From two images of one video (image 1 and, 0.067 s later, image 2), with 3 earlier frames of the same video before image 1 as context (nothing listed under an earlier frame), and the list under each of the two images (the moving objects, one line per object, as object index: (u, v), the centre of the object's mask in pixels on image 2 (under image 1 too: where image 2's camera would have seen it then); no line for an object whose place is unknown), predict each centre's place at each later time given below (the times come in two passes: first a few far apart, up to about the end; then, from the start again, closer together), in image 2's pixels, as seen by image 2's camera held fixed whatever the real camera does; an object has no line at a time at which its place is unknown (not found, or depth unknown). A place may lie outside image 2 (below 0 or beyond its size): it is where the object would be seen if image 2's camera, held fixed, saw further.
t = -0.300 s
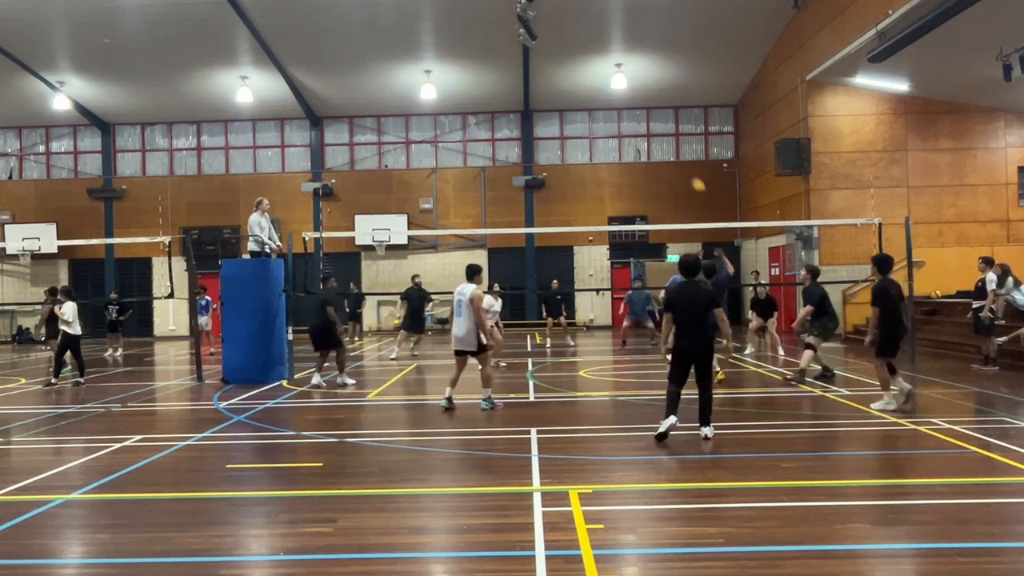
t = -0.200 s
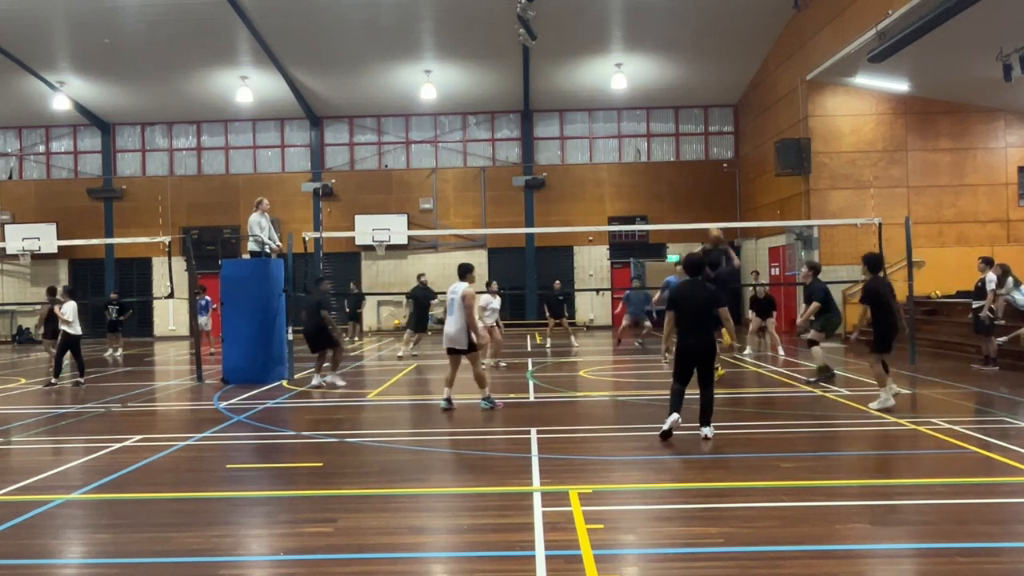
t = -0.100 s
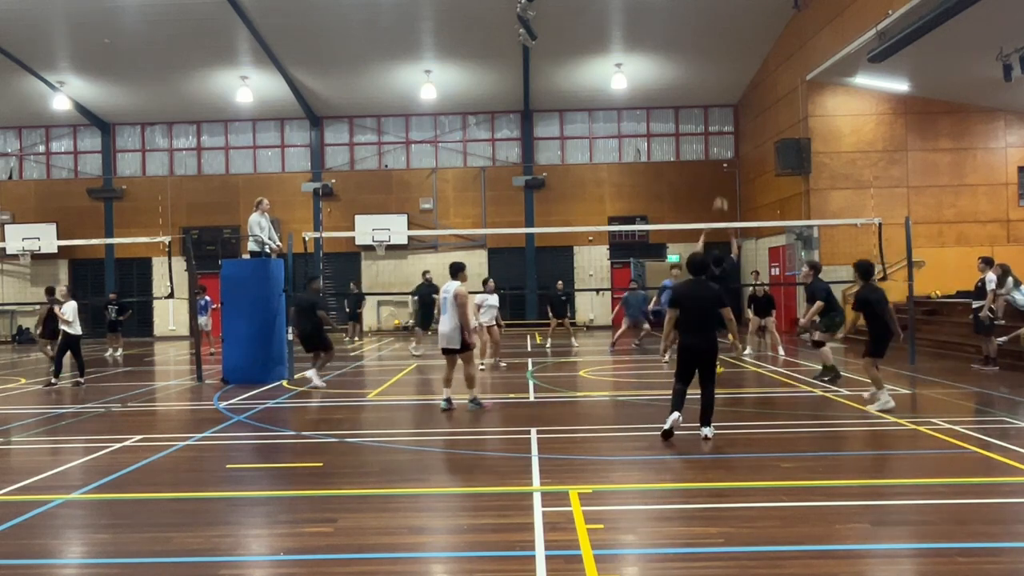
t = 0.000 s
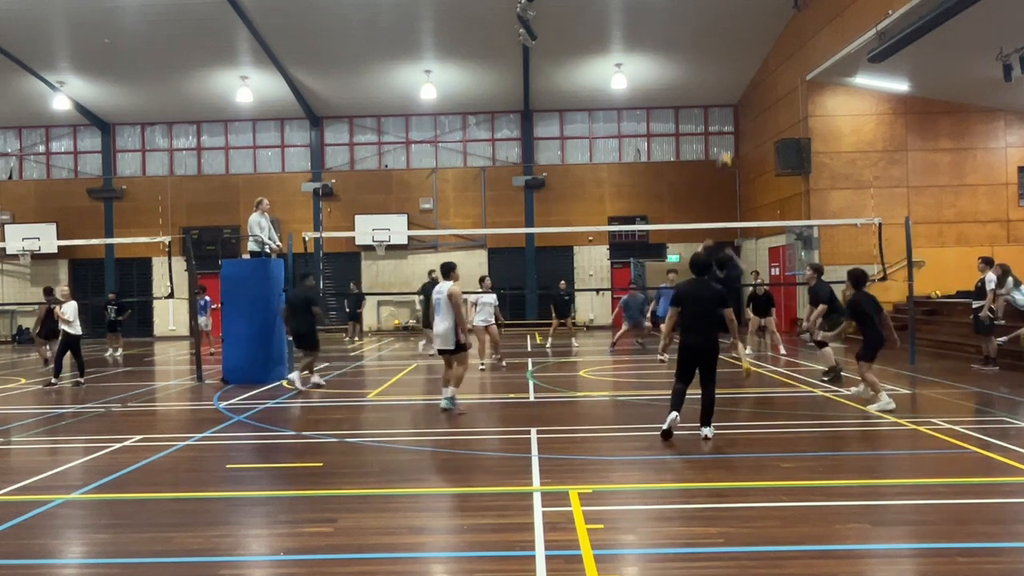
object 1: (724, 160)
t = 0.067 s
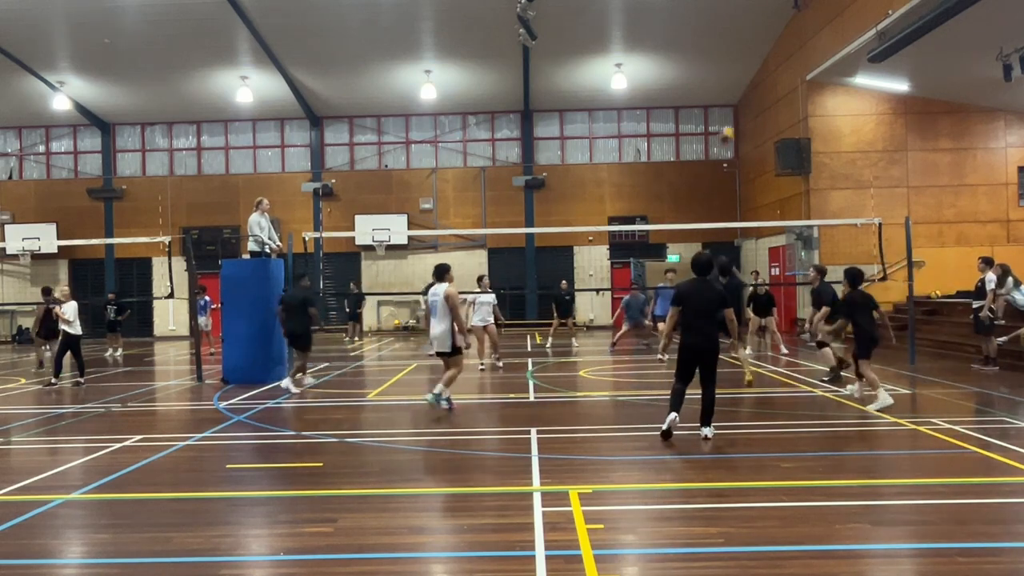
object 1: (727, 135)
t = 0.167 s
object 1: (730, 101)
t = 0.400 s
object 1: (740, 53)
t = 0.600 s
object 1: (751, 41)
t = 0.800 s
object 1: (761, 55)
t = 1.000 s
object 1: (774, 99)
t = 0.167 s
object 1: (730, 101)
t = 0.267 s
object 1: (734, 75)
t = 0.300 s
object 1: (735, 68)
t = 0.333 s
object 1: (737, 63)
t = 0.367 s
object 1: (739, 57)
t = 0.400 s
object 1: (740, 53)
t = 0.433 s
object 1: (742, 49)
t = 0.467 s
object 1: (744, 46)
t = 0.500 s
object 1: (745, 44)
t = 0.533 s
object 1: (747, 42)
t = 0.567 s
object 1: (749, 41)
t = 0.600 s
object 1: (751, 41)
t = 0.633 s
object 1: (752, 41)
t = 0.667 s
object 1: (754, 43)
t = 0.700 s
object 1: (755, 45)
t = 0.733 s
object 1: (757, 48)
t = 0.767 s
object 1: (759, 51)
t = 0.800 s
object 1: (761, 55)
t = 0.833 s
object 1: (763, 60)
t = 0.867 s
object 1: (765, 67)
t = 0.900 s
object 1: (767, 74)
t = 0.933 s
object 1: (769, 81)
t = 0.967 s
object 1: (771, 90)
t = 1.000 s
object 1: (774, 99)
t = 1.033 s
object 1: (776, 109)
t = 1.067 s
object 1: (777, 119)
